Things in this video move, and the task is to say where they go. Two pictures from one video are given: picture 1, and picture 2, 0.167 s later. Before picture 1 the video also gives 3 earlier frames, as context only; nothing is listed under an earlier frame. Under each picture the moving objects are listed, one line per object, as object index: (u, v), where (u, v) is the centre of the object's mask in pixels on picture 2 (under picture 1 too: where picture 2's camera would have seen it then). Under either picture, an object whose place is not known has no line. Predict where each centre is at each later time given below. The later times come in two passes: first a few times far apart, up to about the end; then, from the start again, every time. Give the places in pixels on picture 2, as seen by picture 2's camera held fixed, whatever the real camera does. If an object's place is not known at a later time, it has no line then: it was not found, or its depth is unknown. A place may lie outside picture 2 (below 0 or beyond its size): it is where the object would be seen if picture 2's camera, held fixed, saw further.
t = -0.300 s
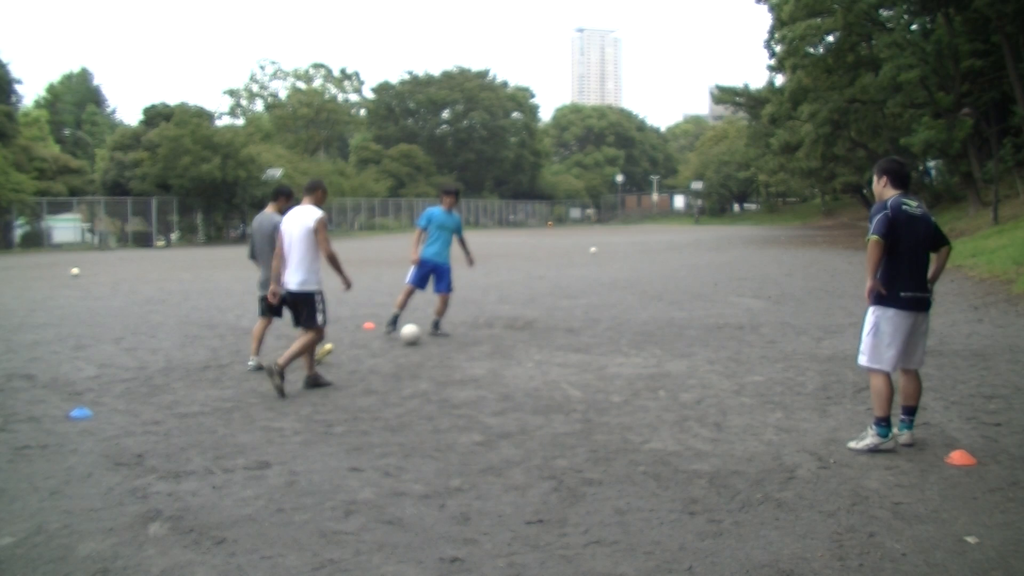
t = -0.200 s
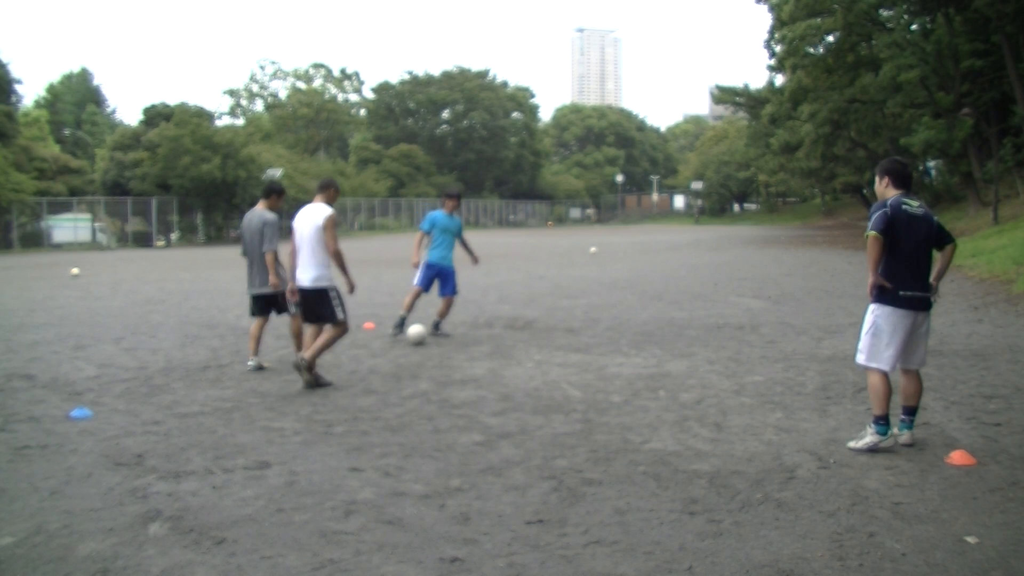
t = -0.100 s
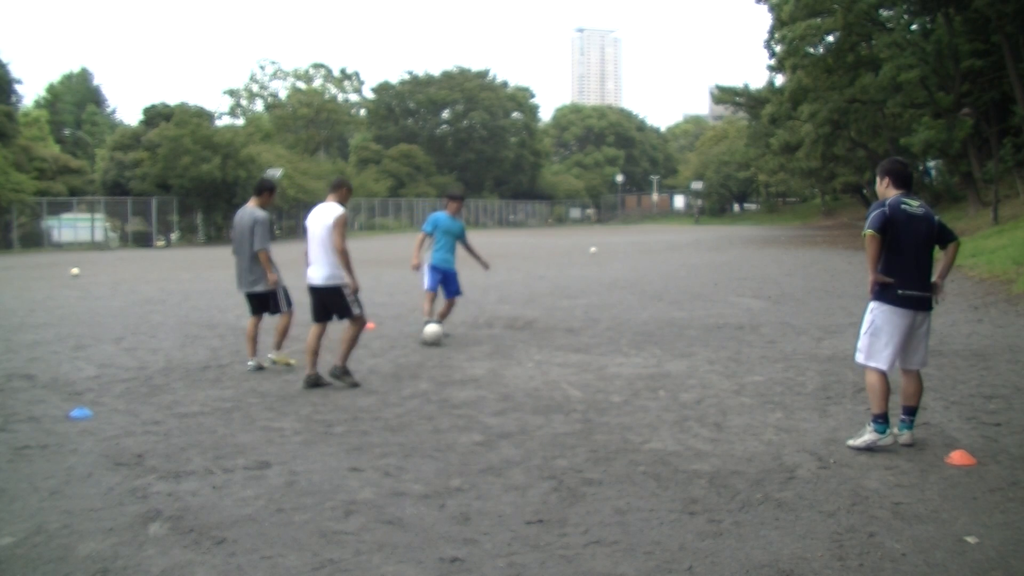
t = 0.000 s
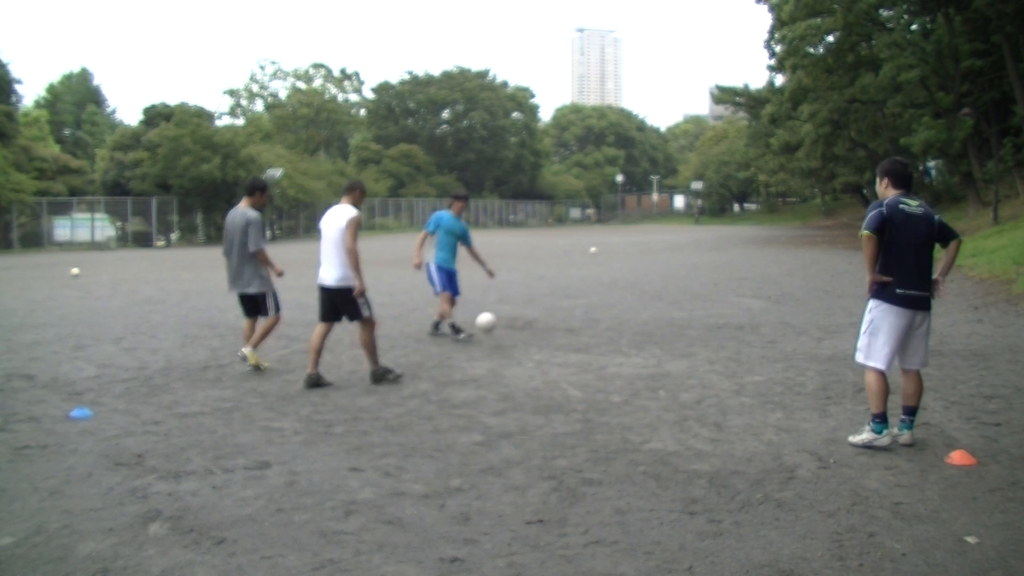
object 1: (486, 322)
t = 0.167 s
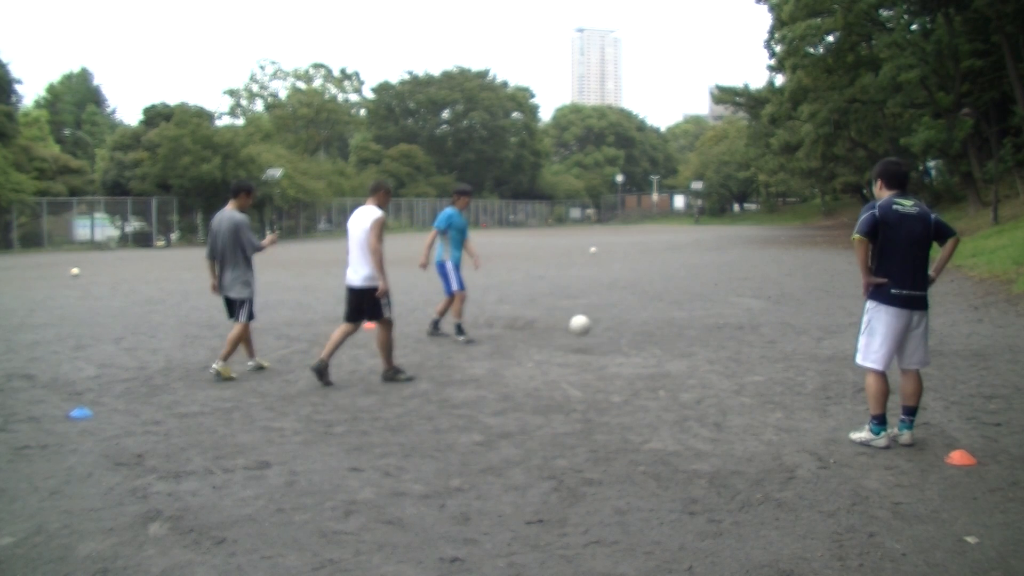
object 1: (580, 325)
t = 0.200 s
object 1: (599, 329)
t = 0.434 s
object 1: (703, 337)
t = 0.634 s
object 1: (774, 342)
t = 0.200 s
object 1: (599, 329)
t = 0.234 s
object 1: (619, 334)
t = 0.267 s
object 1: (638, 341)
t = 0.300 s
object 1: (653, 342)
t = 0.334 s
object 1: (666, 338)
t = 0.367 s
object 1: (678, 337)
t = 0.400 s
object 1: (690, 336)
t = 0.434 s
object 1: (703, 337)
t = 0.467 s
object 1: (715, 338)
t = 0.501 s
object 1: (728, 341)
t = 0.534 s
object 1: (741, 346)
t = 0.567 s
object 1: (752, 345)
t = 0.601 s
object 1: (763, 343)
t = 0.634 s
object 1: (774, 342)
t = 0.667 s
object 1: (784, 343)
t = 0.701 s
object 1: (795, 344)
